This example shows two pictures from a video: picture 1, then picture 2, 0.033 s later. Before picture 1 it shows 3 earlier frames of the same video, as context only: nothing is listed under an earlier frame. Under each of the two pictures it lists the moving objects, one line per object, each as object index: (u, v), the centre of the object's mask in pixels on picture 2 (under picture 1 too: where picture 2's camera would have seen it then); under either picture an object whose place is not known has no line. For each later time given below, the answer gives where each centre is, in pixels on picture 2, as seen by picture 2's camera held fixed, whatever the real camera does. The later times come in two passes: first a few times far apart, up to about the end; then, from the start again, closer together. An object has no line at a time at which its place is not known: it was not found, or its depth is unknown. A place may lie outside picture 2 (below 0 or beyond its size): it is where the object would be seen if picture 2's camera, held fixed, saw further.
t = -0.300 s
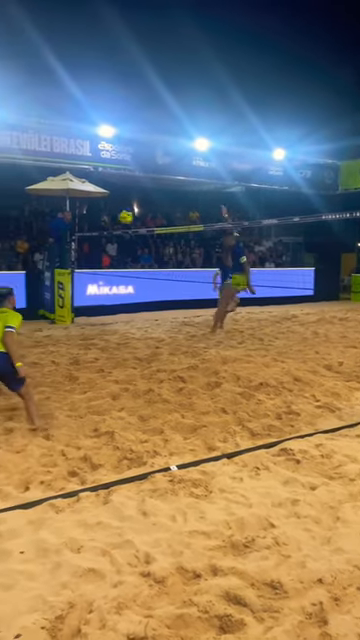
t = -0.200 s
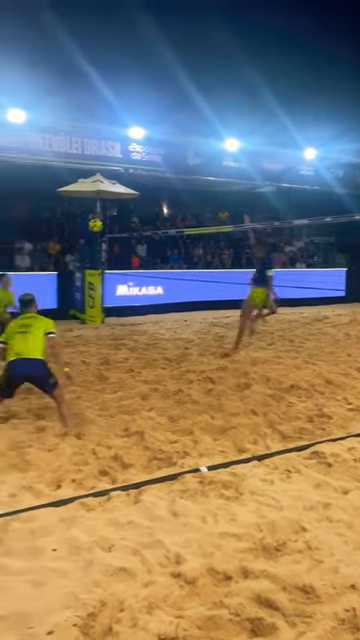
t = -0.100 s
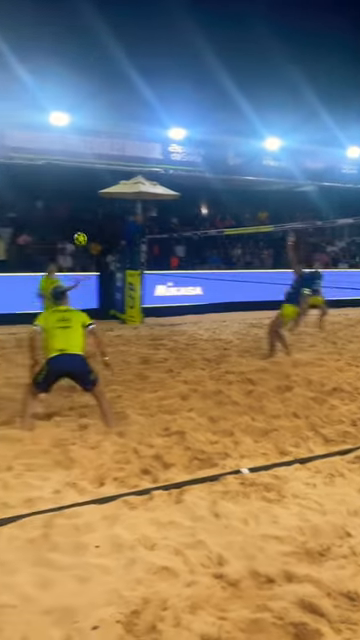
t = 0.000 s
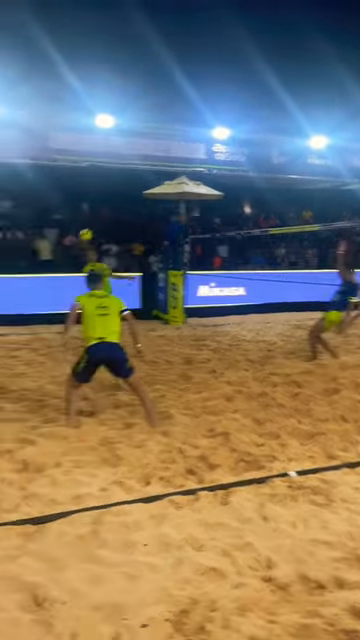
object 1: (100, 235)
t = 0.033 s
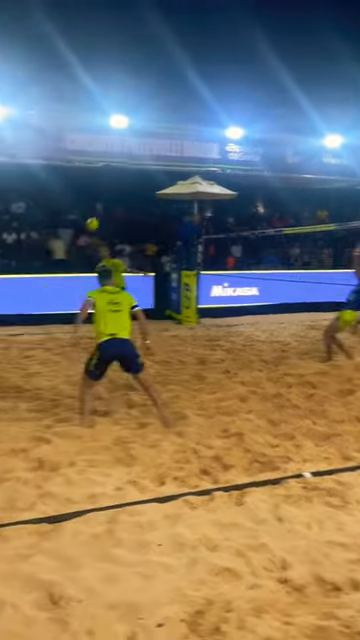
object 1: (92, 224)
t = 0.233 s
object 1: (53, 172)
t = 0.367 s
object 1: (30, 153)
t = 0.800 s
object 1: (-36, 154)
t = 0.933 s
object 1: (-51, 173)
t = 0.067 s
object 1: (85, 213)
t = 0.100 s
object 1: (79, 203)
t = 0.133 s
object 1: (72, 195)
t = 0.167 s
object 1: (66, 187)
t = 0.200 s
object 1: (59, 179)
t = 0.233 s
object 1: (53, 172)
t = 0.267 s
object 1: (47, 167)
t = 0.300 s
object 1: (41, 161)
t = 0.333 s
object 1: (36, 157)
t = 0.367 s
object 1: (30, 153)
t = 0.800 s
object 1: (-36, 154)
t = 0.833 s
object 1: (-40, 159)
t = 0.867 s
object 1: (-44, 162)
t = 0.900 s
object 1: (-48, 168)
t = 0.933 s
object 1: (-51, 173)
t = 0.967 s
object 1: (-55, 178)
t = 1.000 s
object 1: (-57, 184)
